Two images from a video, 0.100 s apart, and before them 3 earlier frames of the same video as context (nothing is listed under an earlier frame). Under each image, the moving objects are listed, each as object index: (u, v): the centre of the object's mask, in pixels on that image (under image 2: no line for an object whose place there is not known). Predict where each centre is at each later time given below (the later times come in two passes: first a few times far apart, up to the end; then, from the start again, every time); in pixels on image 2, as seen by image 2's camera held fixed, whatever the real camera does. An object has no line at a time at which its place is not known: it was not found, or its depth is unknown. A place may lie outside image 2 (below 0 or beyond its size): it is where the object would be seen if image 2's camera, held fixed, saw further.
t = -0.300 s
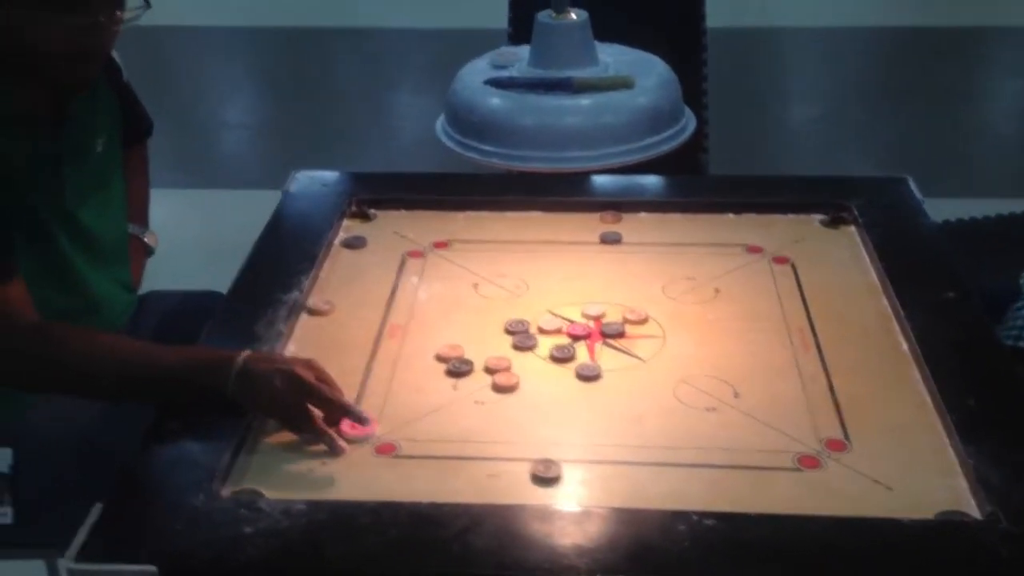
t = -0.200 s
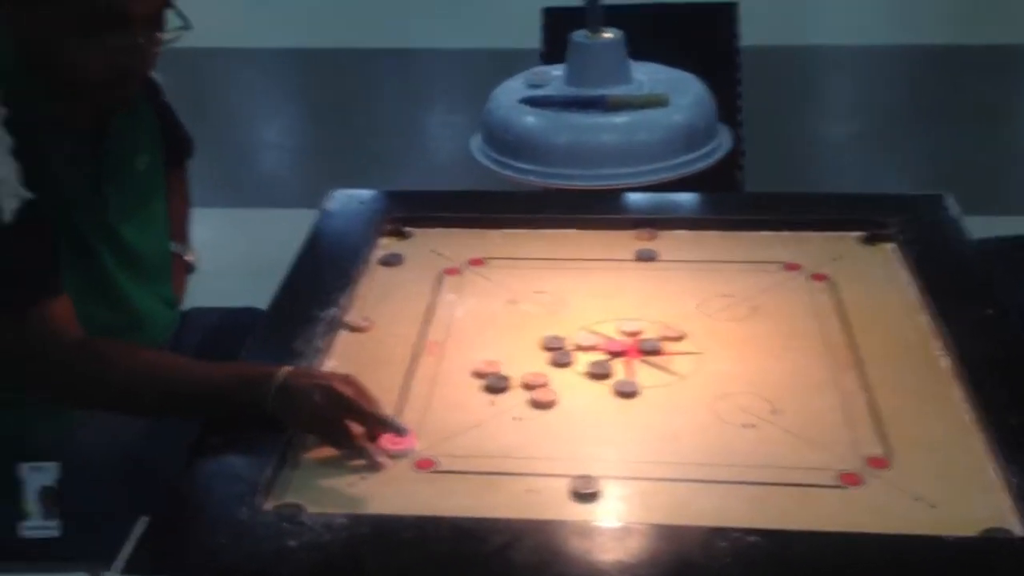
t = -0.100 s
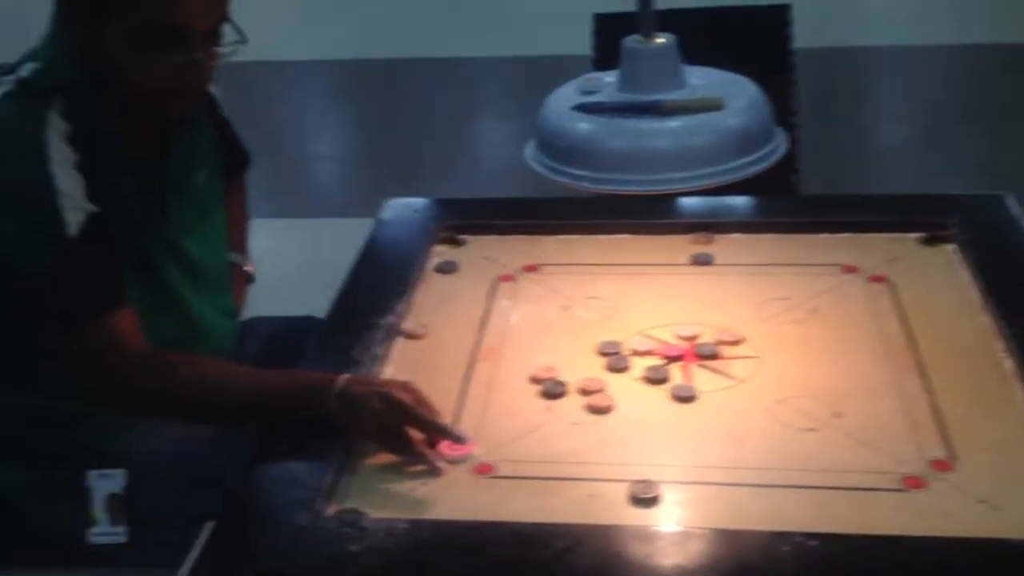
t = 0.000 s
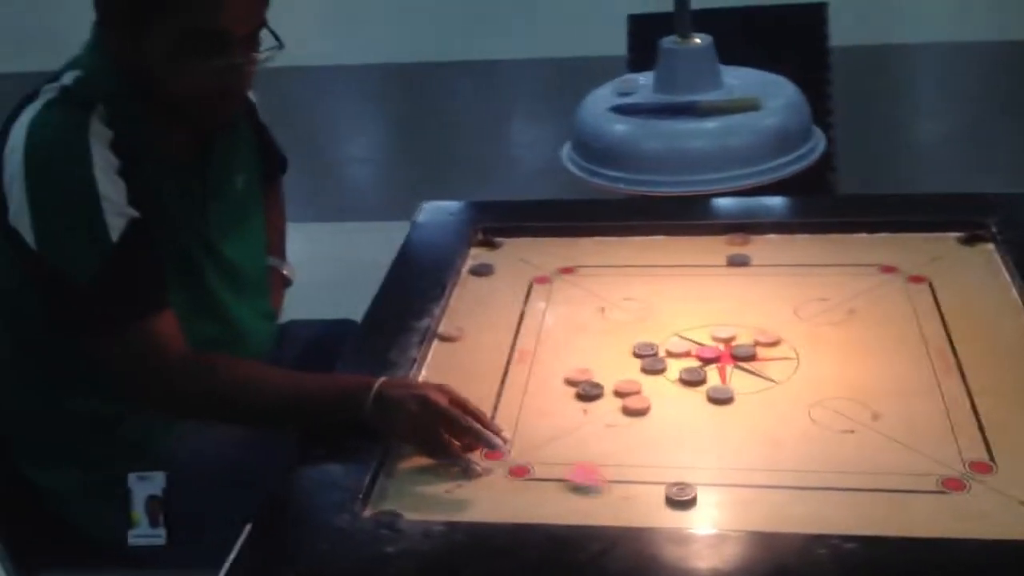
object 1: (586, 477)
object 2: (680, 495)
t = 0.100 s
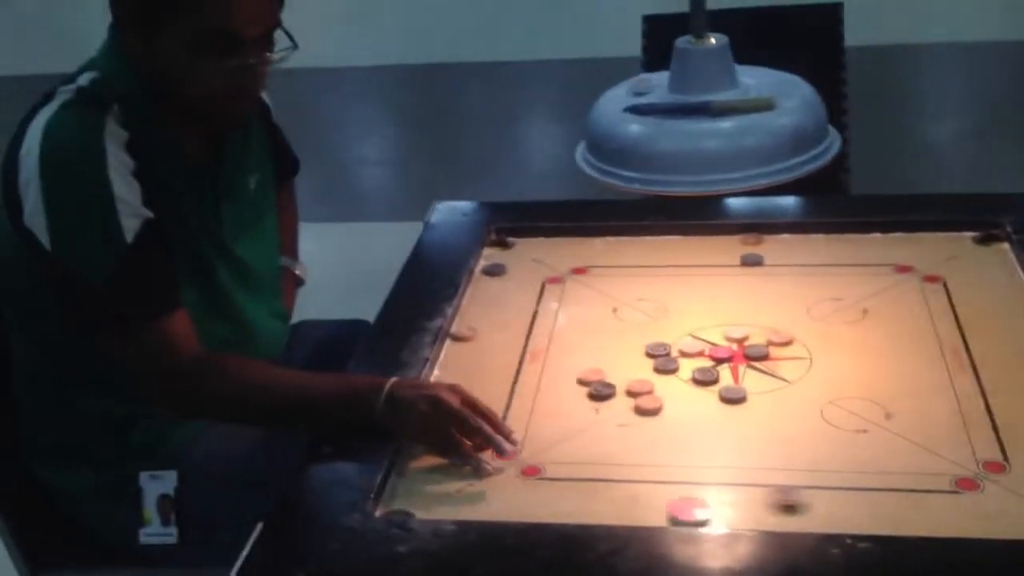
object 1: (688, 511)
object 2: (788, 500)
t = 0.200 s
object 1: (741, 519)
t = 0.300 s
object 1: (772, 504)
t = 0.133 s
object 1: (708, 520)
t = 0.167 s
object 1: (736, 522)
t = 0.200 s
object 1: (741, 519)
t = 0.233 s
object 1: (751, 515)
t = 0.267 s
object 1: (762, 510)
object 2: (1021, 513)
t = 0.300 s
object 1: (772, 504)
